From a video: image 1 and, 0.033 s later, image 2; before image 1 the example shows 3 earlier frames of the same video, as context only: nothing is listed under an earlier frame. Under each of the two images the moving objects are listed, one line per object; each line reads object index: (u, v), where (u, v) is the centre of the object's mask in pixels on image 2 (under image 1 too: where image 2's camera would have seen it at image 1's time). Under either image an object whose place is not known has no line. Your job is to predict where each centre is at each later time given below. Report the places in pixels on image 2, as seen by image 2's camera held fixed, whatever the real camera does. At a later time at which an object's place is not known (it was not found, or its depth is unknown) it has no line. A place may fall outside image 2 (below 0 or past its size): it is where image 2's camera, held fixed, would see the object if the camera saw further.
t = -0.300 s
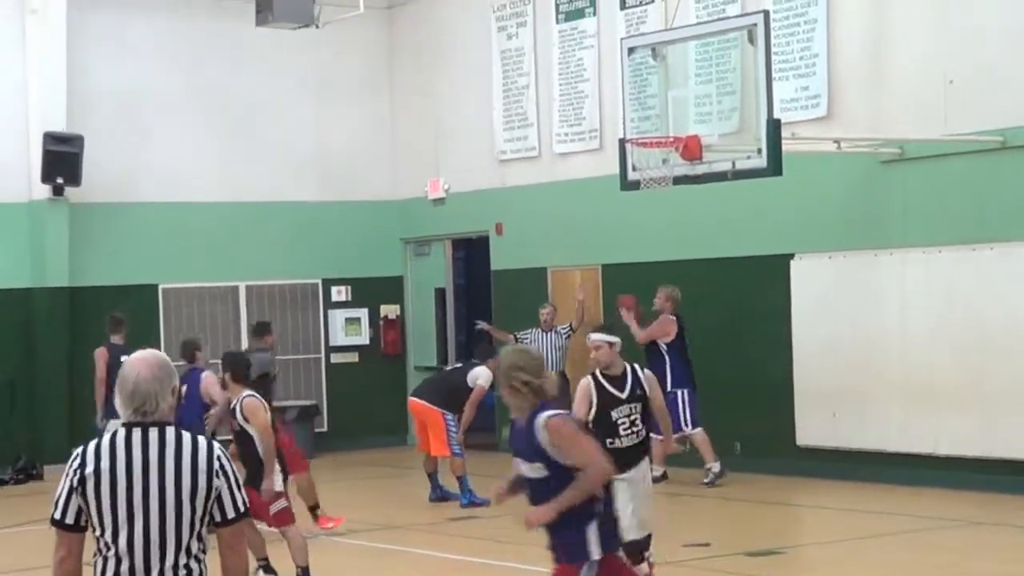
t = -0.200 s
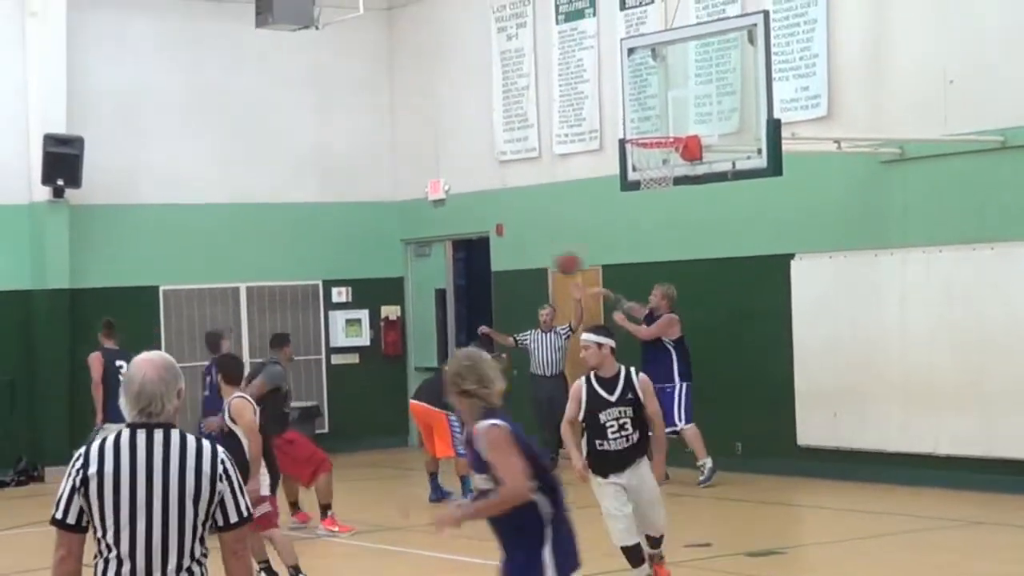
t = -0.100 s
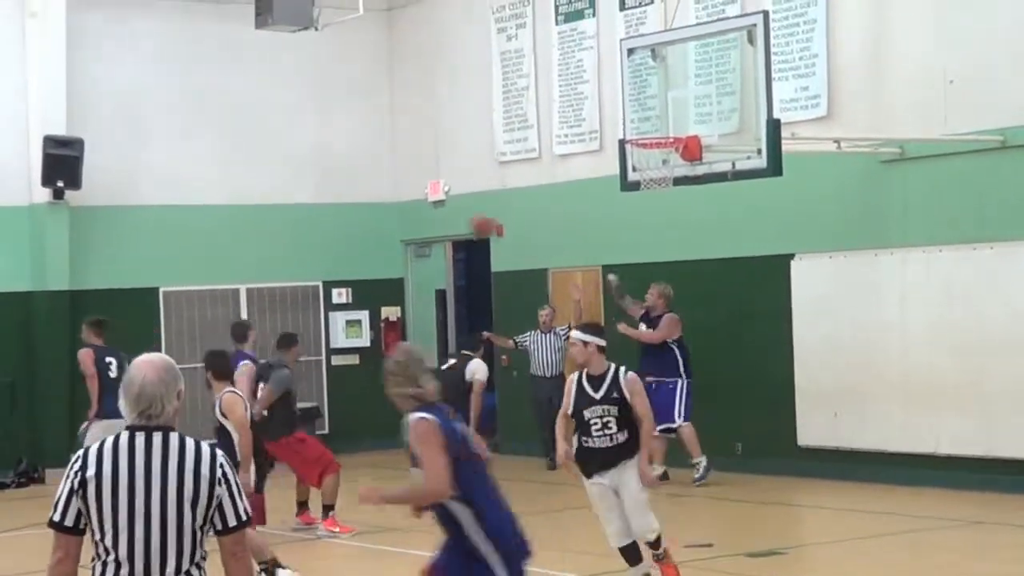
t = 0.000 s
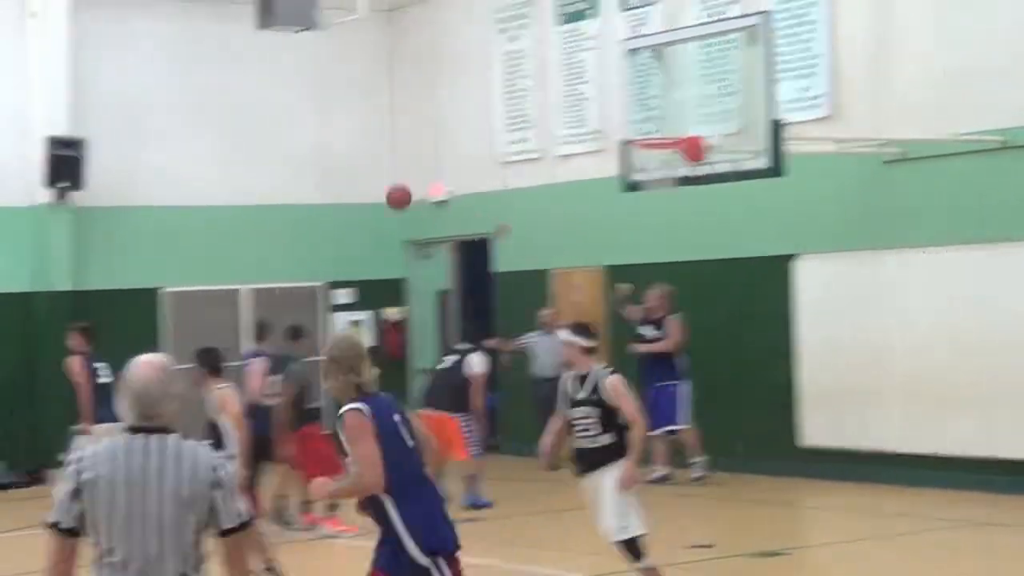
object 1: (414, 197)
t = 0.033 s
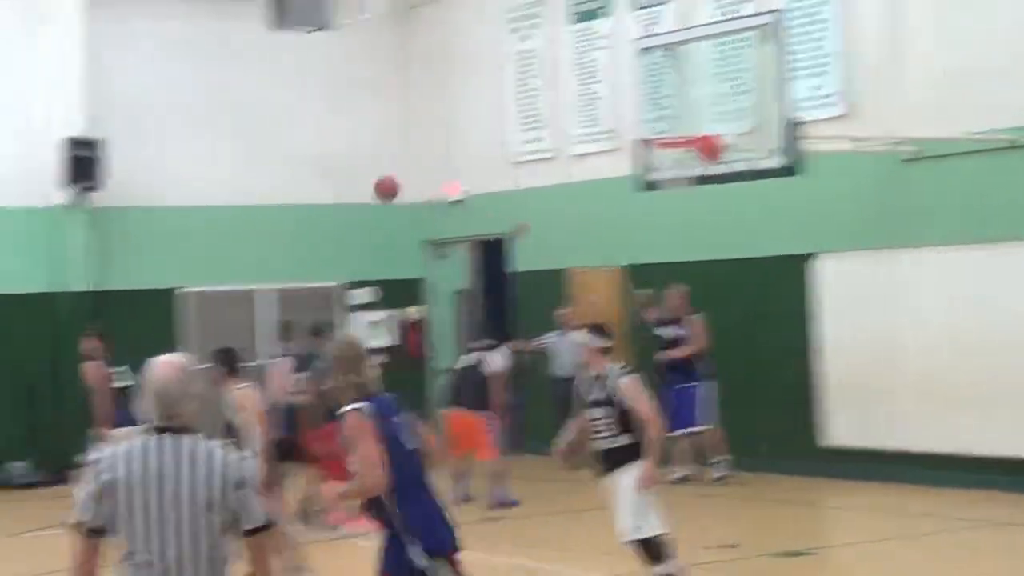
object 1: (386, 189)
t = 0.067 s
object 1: (358, 181)
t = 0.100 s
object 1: (327, 175)
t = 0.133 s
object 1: (295, 171)
